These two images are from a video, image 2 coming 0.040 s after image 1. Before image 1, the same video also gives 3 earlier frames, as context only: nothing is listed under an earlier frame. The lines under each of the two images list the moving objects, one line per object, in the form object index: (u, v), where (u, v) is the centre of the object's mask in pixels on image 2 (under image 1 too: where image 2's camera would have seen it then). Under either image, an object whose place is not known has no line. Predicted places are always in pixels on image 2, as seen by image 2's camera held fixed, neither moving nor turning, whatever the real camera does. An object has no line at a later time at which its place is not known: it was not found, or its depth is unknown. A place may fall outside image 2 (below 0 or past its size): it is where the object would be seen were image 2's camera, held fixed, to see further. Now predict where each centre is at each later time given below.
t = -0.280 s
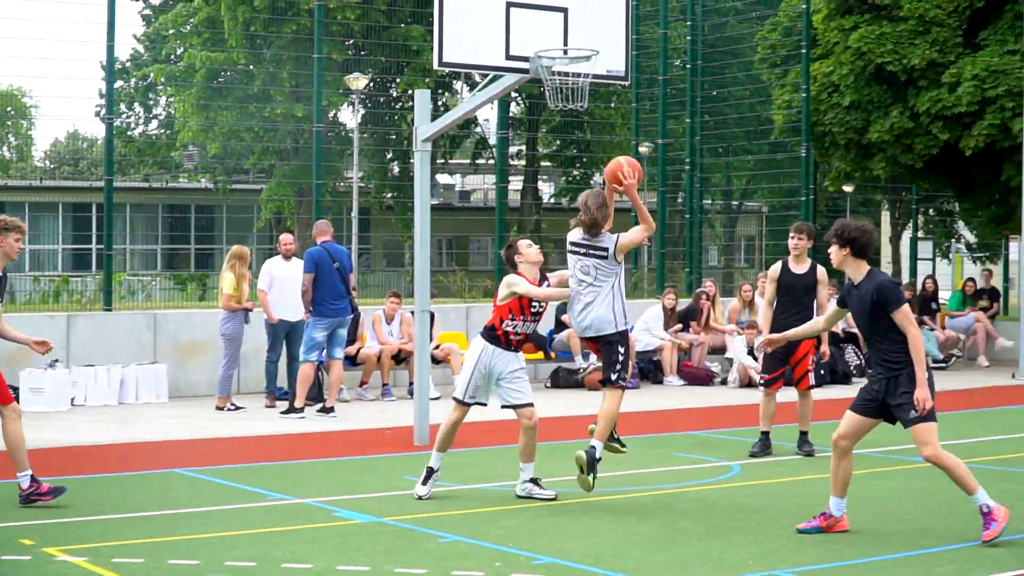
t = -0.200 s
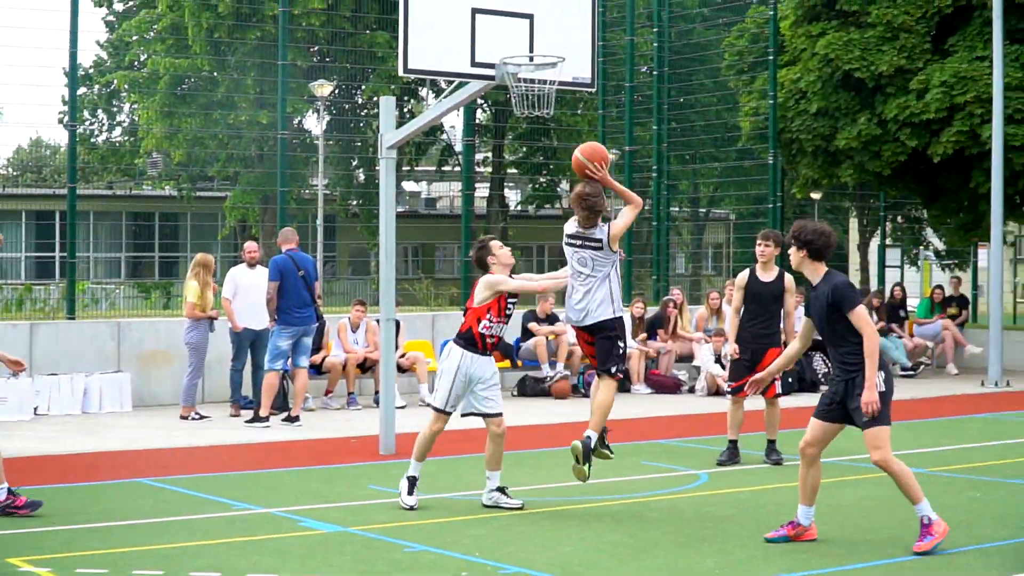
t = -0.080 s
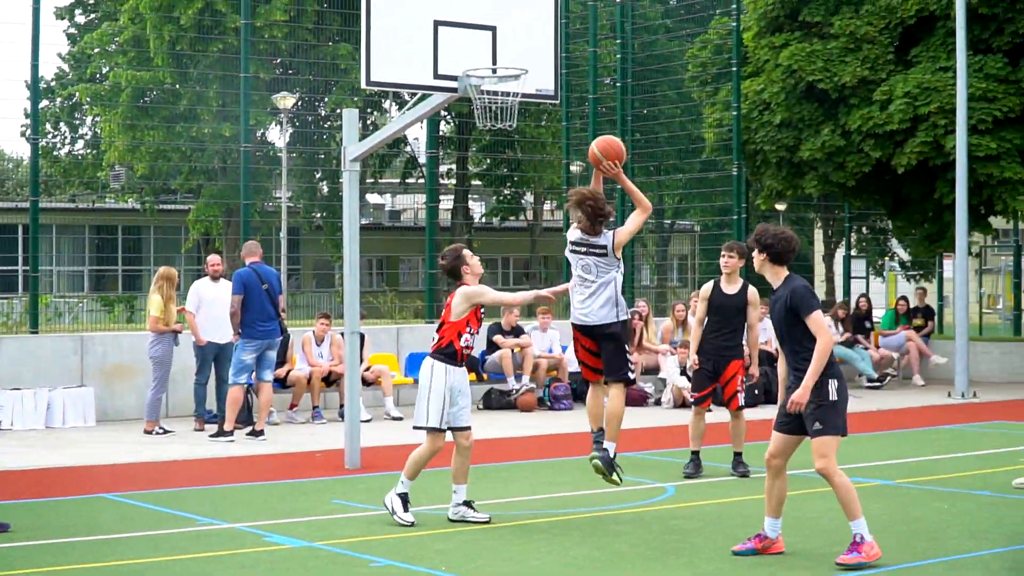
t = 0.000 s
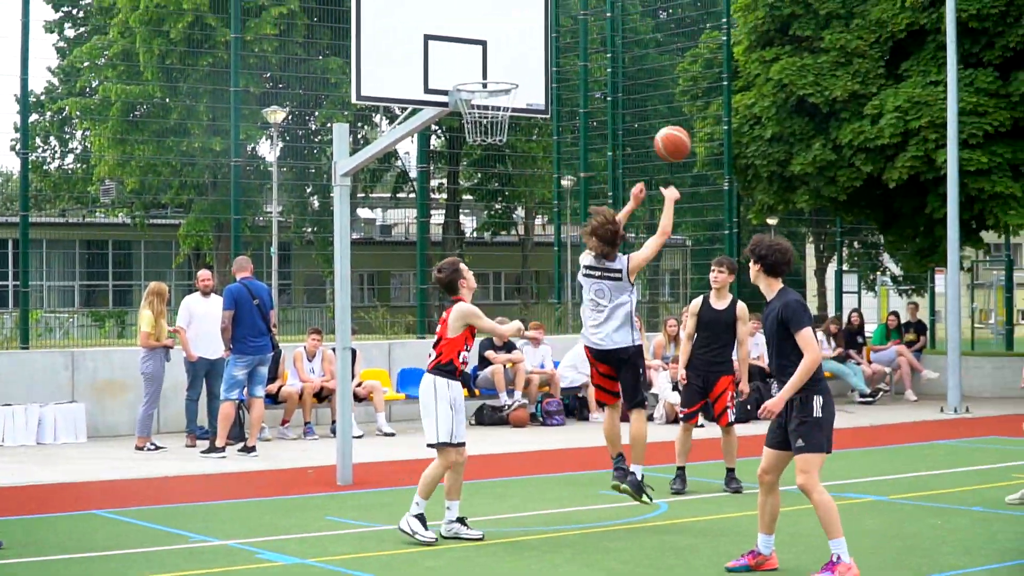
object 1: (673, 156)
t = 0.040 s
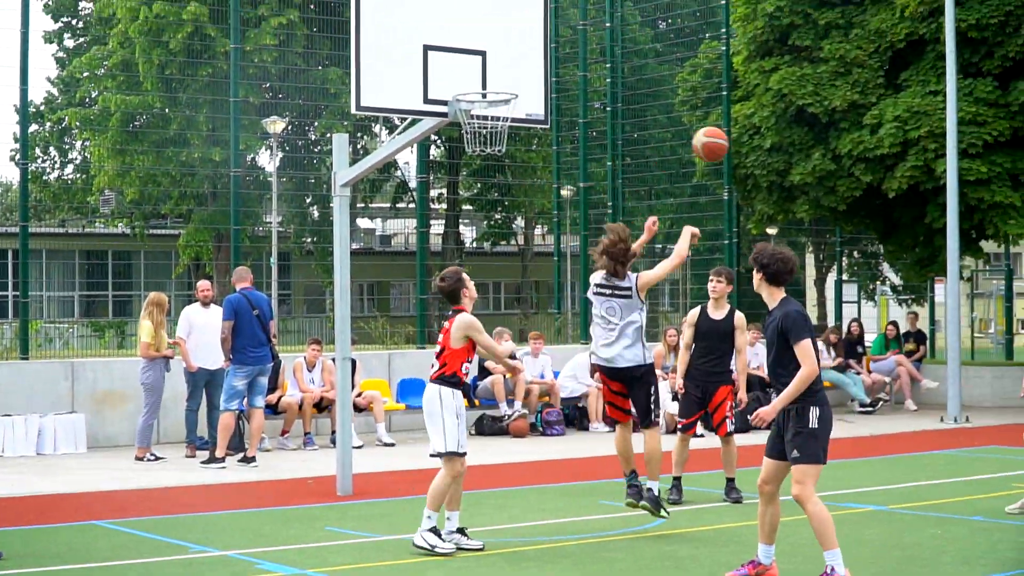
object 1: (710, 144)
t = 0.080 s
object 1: (747, 137)
